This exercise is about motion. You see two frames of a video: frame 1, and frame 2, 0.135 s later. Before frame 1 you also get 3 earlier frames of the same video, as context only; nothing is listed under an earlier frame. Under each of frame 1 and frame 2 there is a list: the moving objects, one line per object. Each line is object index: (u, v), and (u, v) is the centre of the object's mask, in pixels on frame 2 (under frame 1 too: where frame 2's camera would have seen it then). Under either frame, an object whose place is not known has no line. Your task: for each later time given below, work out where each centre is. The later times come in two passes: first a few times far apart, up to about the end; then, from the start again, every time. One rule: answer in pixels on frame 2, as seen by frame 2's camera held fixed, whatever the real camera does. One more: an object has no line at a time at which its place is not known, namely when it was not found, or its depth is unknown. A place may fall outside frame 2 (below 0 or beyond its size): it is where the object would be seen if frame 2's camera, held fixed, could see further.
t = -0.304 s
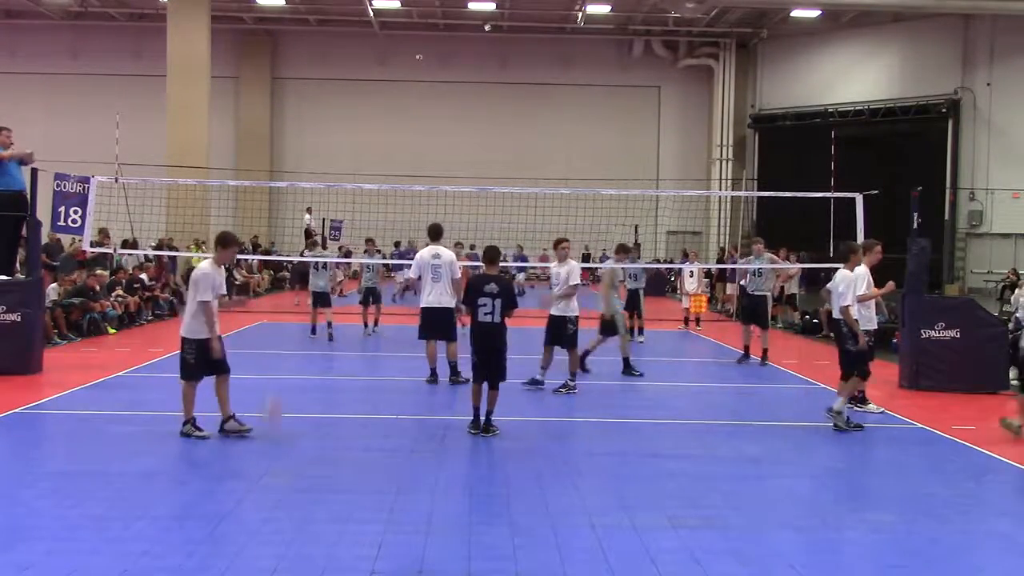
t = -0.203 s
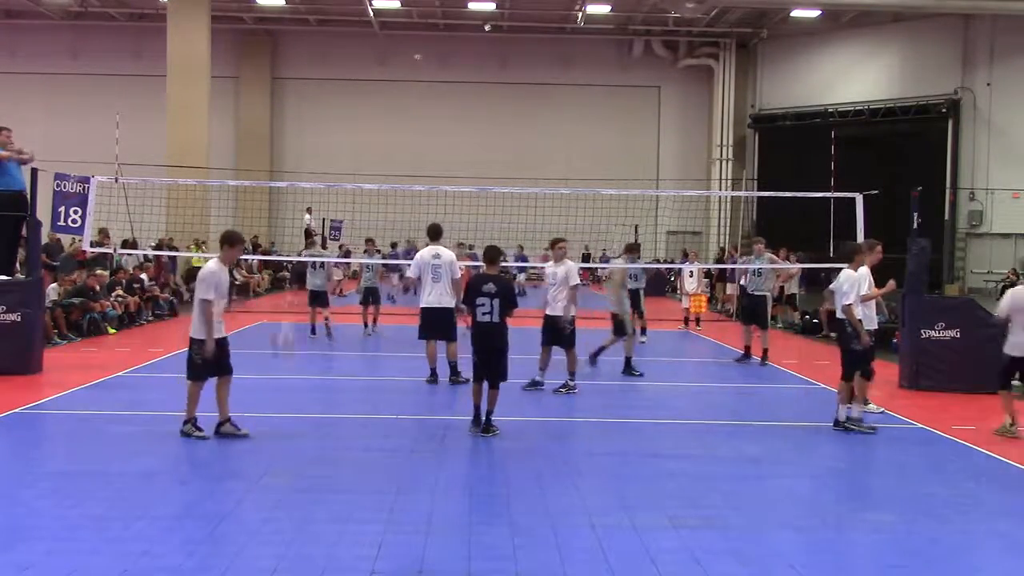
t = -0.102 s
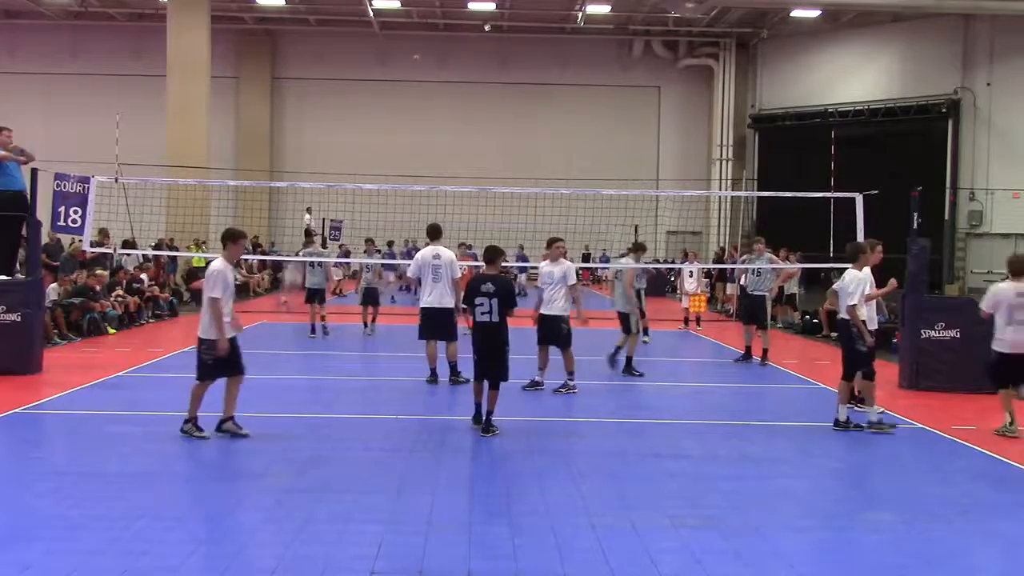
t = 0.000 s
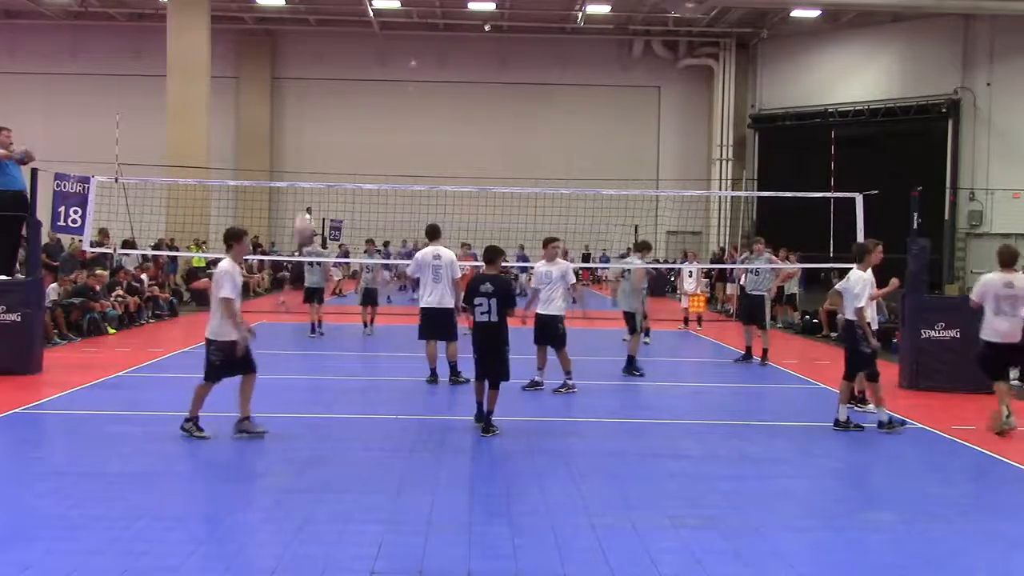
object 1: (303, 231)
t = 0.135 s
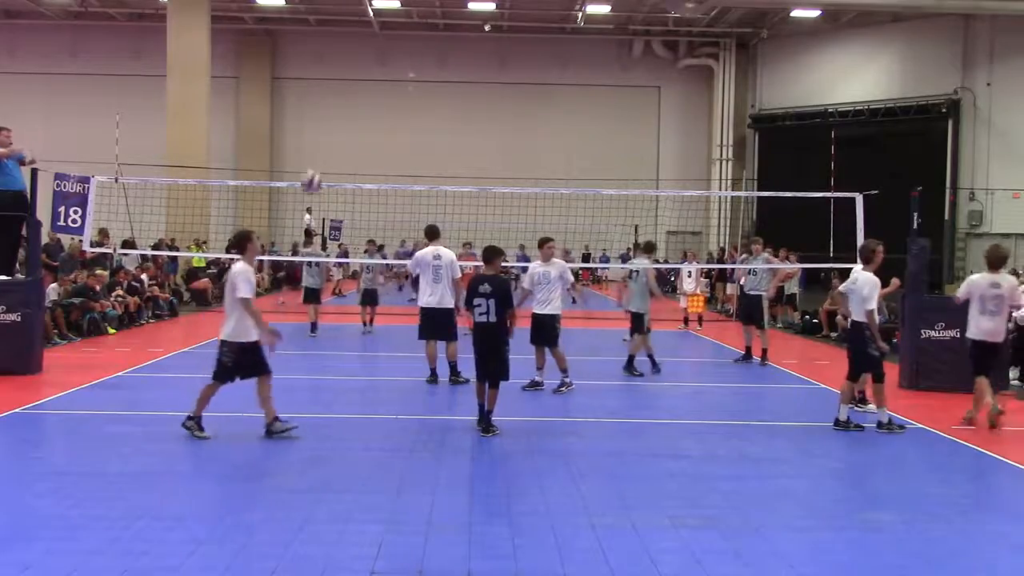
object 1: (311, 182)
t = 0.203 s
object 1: (317, 167)
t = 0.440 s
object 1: (333, 150)
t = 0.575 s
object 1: (342, 165)
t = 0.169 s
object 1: (315, 172)
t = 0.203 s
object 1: (317, 167)
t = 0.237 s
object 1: (319, 161)
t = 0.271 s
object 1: (320, 157)
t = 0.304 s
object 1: (322, 153)
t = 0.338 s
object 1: (326, 151)
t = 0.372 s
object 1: (329, 149)
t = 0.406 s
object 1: (331, 149)
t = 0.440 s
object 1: (333, 150)
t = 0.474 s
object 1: (335, 152)
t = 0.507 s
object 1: (338, 155)
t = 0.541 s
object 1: (340, 160)
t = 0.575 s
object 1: (342, 165)
